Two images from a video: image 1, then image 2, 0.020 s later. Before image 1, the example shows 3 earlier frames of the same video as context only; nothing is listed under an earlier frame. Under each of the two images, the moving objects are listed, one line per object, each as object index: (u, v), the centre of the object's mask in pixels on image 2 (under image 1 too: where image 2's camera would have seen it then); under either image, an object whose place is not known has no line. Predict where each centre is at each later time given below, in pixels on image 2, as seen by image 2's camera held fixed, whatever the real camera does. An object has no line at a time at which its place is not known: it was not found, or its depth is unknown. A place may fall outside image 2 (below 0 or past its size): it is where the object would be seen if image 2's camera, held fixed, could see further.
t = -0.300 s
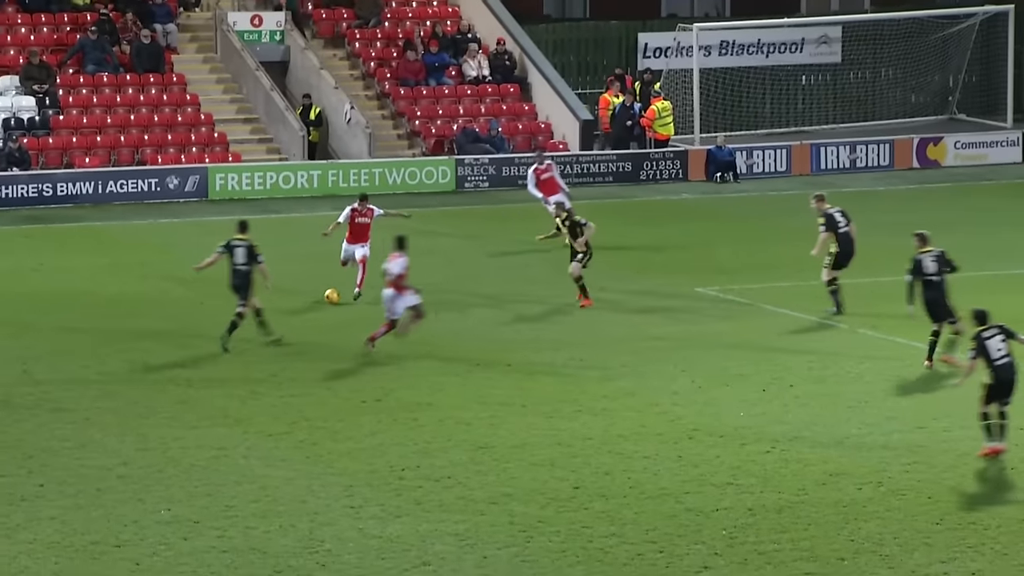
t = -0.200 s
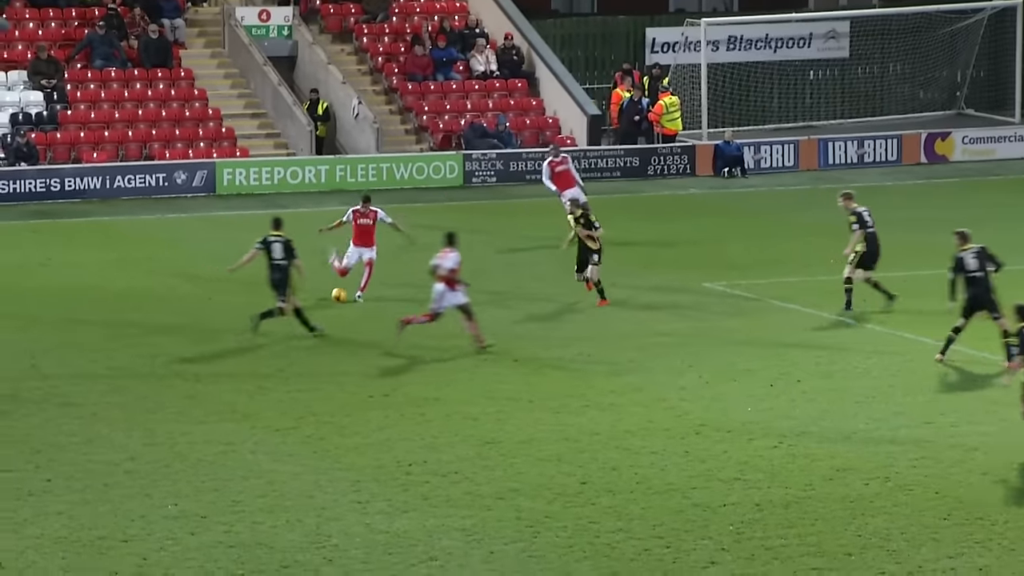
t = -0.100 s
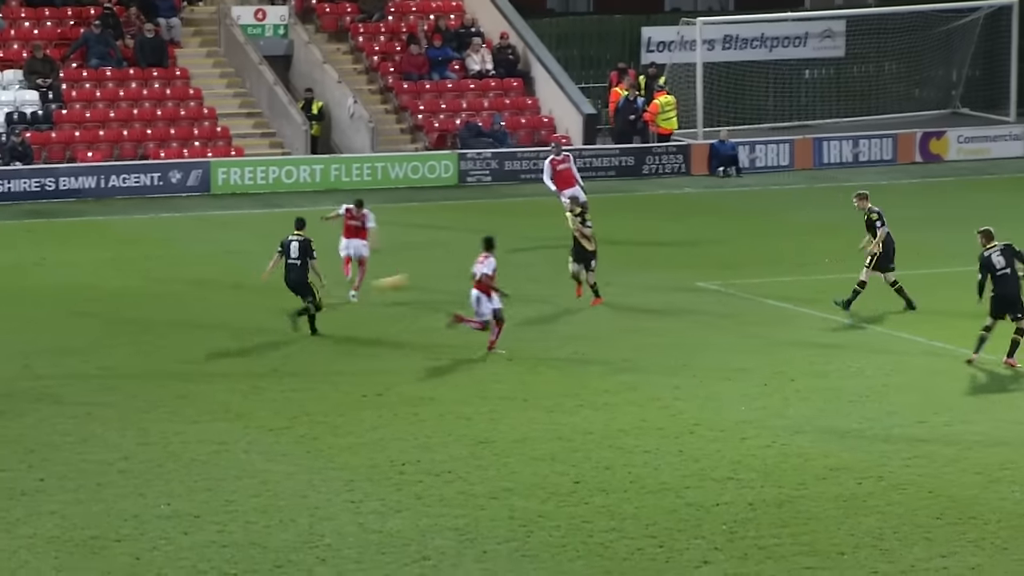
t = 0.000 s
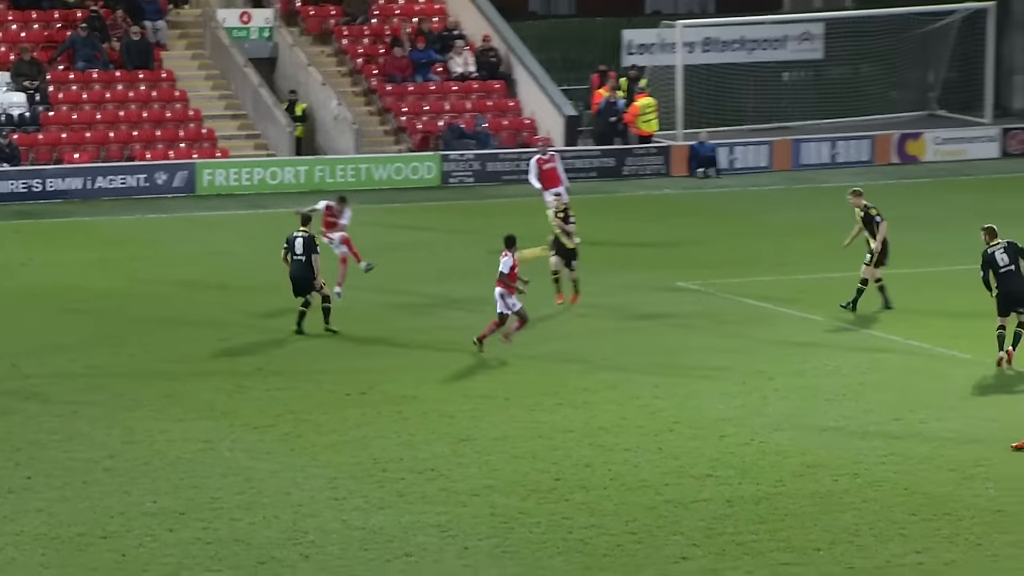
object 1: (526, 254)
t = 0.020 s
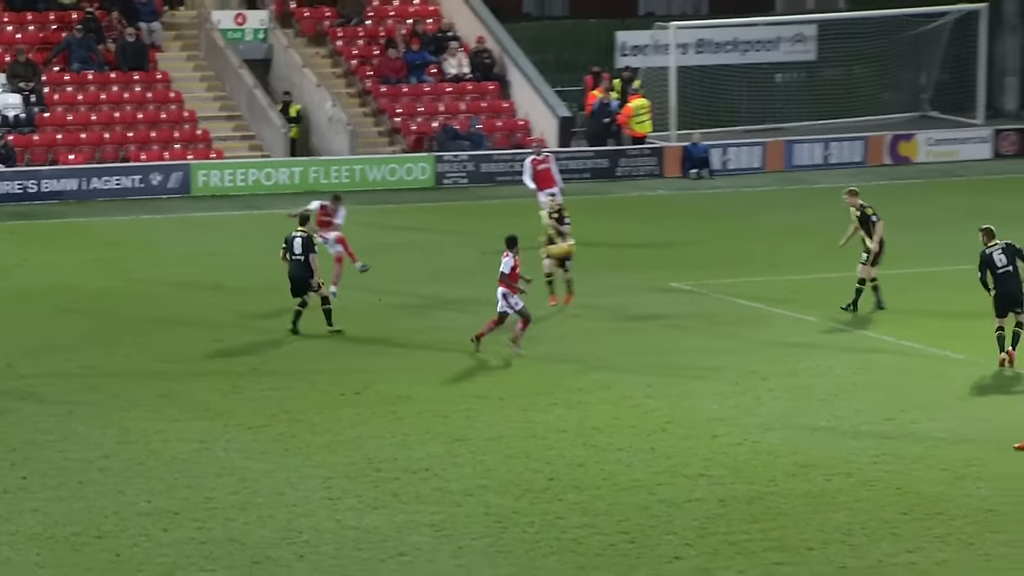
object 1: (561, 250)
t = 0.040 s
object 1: (591, 245)
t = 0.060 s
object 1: (623, 242)
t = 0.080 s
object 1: (656, 238)
